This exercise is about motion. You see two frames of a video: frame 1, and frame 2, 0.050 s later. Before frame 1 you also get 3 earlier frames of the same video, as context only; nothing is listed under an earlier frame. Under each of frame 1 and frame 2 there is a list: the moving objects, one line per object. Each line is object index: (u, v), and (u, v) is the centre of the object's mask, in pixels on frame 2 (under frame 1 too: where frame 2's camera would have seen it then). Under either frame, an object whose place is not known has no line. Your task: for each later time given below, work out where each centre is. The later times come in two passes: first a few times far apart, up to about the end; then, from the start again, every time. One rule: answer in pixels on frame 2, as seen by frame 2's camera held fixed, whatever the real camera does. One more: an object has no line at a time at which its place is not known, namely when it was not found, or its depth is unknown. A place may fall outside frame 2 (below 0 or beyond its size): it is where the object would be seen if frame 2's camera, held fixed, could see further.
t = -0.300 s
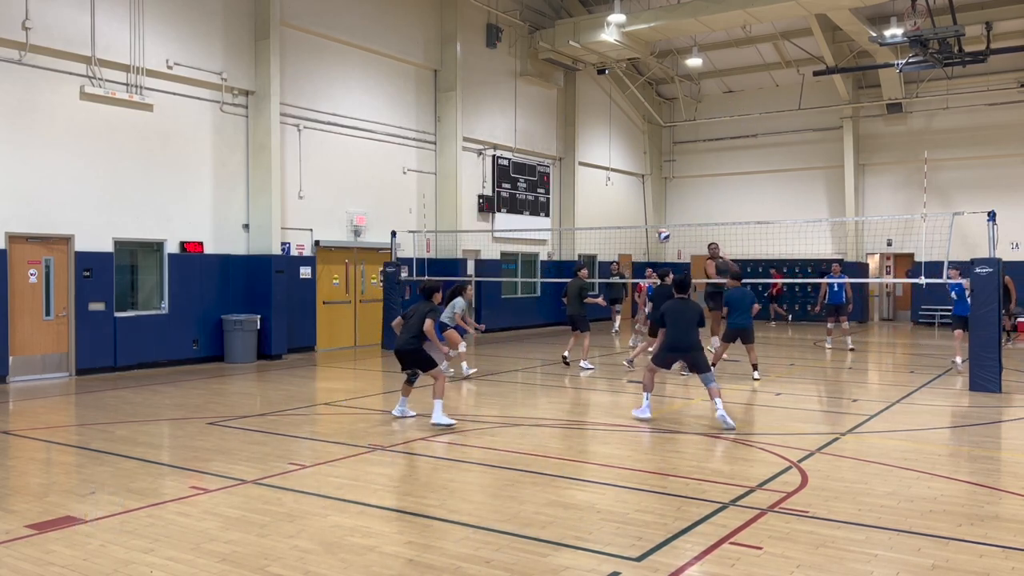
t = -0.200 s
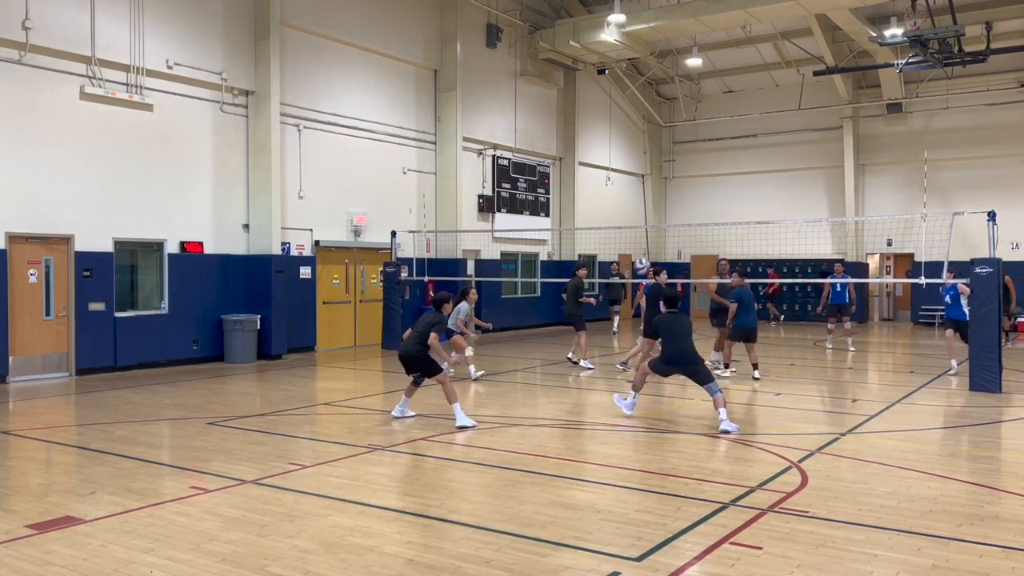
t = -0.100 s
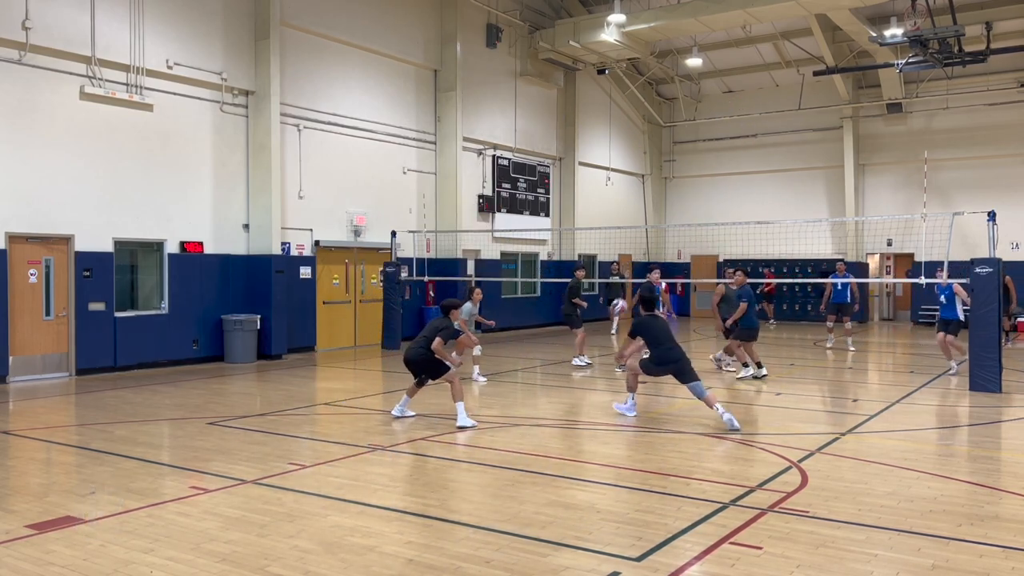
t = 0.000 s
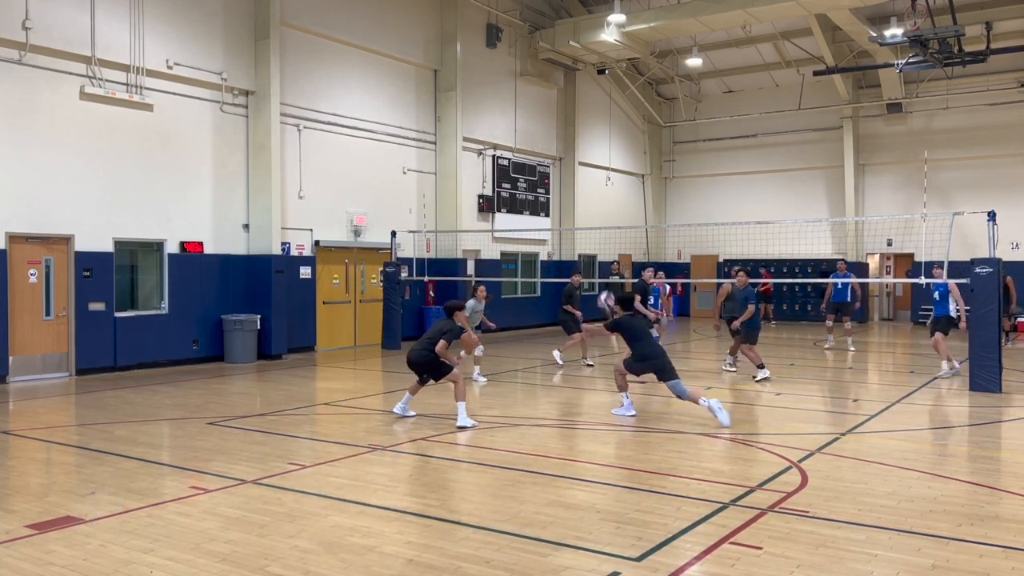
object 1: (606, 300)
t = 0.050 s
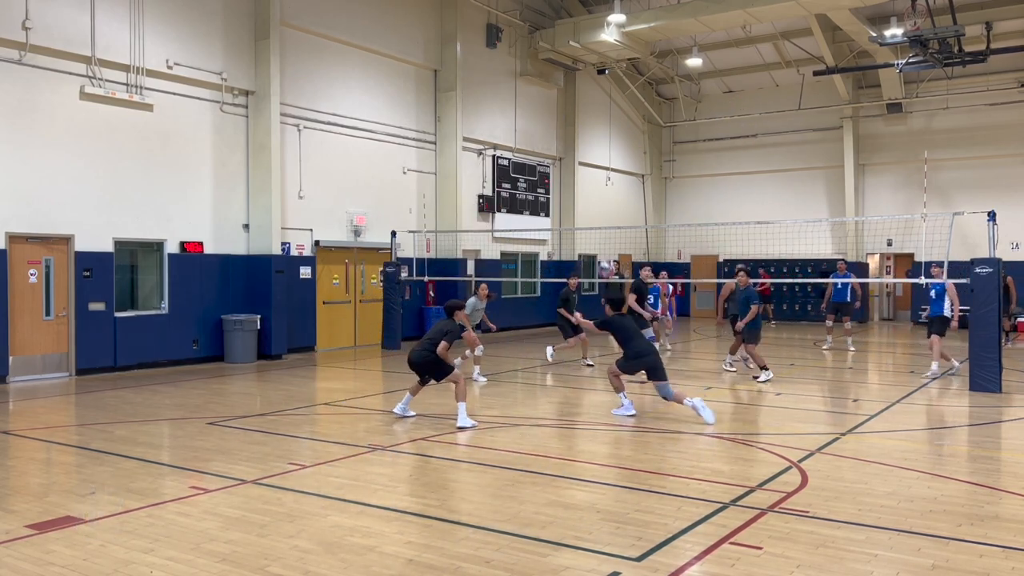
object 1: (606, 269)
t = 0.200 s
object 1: (610, 188)
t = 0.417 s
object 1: (617, 111)
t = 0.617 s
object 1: (623, 76)
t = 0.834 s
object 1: (630, 72)
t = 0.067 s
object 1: (607, 259)
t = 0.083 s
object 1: (607, 248)
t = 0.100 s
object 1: (608, 238)
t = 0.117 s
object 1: (608, 231)
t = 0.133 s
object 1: (608, 220)
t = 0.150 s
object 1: (609, 212)
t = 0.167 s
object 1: (609, 204)
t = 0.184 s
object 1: (609, 196)
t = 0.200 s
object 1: (610, 188)
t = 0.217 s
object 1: (610, 181)
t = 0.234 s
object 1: (611, 174)
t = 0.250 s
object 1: (611, 167)
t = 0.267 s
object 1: (612, 160)
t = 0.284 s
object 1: (612, 154)
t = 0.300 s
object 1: (613, 147)
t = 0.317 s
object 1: (613, 141)
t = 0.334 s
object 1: (614, 136)
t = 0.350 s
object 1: (614, 130)
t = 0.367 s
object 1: (615, 125)
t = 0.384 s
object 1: (615, 120)
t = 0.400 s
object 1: (616, 115)
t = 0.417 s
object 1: (617, 111)
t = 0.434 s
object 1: (617, 106)
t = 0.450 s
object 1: (617, 102)
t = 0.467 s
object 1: (618, 99)
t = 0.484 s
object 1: (619, 96)
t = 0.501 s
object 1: (619, 92)
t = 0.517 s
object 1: (620, 89)
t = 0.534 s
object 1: (621, 86)
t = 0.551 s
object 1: (621, 84)
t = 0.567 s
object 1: (622, 82)
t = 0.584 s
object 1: (622, 79)
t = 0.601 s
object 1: (622, 77)
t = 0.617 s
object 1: (623, 76)
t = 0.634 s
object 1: (623, 74)
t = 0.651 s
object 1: (624, 73)
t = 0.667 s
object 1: (625, 72)
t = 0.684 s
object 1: (625, 71)
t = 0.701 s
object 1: (626, 70)
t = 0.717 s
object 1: (626, 70)
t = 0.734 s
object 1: (627, 70)
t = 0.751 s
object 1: (627, 70)
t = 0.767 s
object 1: (628, 70)
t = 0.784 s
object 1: (628, 70)
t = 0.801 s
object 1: (628, 71)
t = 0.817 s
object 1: (629, 71)
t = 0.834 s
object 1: (630, 72)
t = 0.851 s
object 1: (631, 73)
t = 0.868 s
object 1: (631, 74)
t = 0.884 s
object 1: (632, 76)
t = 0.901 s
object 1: (632, 78)
